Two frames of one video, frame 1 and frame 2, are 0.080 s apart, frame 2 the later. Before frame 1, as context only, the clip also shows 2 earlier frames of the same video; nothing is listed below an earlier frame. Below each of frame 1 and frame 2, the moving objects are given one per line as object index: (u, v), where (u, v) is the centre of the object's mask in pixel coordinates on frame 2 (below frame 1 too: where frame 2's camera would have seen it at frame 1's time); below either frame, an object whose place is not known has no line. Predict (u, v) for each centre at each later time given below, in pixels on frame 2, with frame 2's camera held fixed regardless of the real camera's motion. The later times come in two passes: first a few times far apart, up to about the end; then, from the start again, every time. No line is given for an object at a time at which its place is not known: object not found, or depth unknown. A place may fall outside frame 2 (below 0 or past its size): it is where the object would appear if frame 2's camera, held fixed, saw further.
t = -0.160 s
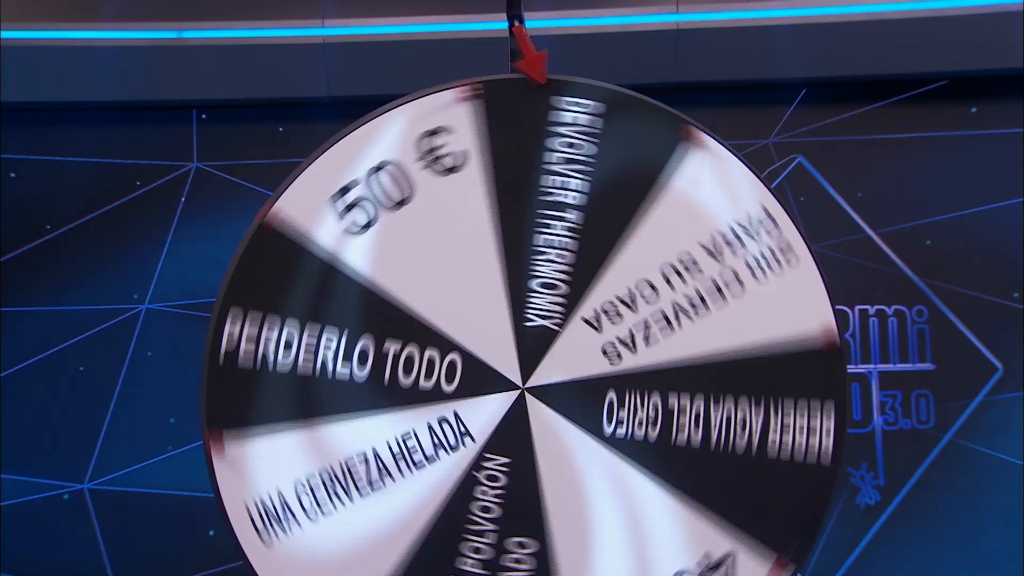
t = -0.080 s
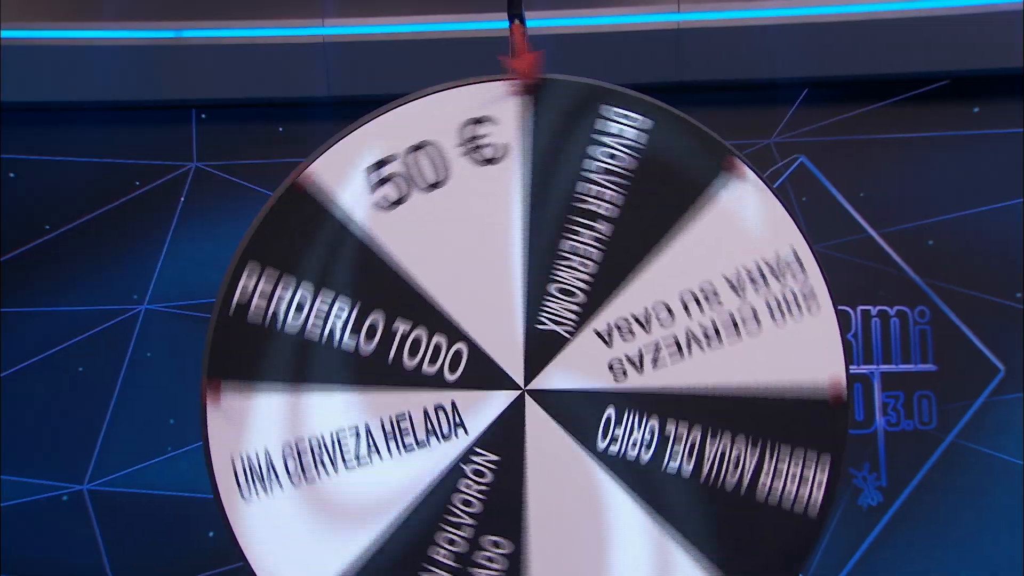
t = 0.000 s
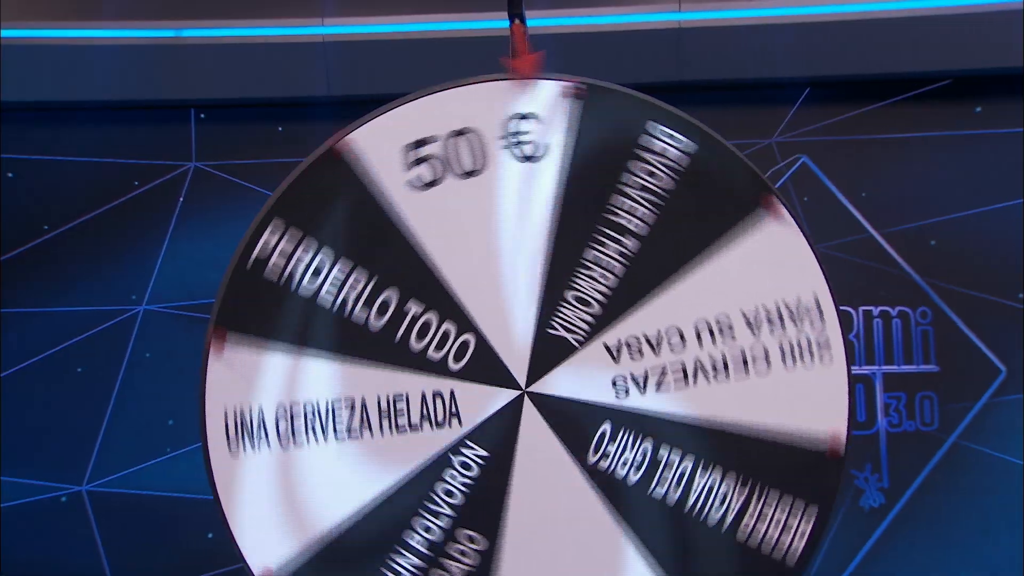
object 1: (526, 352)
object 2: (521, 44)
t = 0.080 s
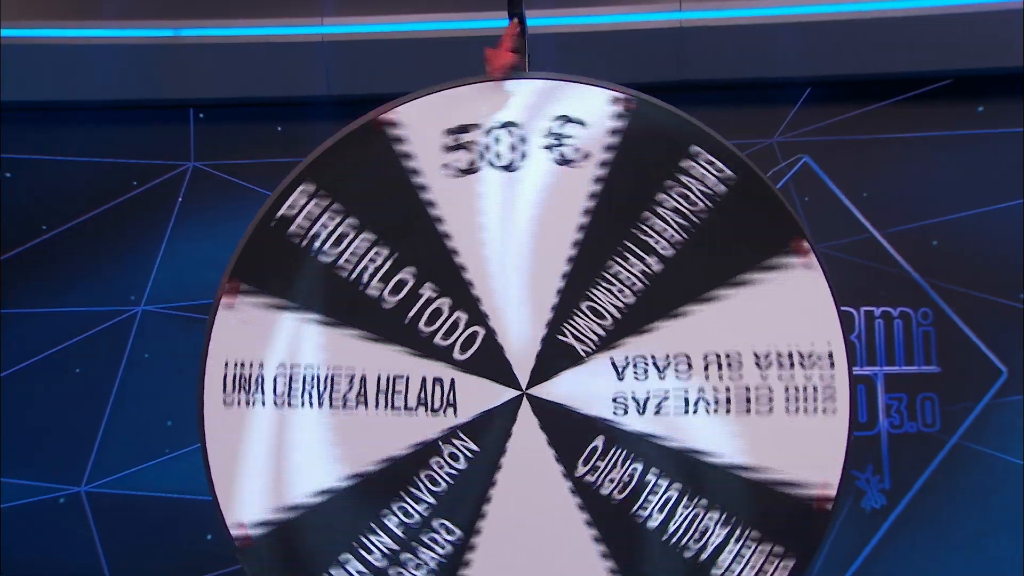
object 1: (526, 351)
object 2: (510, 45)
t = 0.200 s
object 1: (524, 348)
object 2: (517, 45)
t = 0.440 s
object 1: (523, 345)
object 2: (507, 48)
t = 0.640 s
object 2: (509, 50)
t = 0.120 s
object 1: (525, 350)
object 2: (517, 44)
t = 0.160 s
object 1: (525, 349)
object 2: (523, 46)
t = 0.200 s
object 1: (524, 348)
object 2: (517, 45)
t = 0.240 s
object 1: (524, 347)
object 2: (510, 46)
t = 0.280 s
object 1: (524, 346)
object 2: (517, 45)
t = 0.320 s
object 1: (524, 346)
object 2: (525, 47)
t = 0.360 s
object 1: (524, 345)
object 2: (525, 48)
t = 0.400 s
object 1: (523, 344)
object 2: (515, 49)
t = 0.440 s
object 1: (523, 345)
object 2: (507, 48)
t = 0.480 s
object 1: (523, 344)
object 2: (508, 48)
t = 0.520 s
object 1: (523, 343)
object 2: (520, 49)
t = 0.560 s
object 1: (523, 343)
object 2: (523, 50)
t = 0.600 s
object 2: (516, 52)
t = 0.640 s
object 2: (509, 50)
